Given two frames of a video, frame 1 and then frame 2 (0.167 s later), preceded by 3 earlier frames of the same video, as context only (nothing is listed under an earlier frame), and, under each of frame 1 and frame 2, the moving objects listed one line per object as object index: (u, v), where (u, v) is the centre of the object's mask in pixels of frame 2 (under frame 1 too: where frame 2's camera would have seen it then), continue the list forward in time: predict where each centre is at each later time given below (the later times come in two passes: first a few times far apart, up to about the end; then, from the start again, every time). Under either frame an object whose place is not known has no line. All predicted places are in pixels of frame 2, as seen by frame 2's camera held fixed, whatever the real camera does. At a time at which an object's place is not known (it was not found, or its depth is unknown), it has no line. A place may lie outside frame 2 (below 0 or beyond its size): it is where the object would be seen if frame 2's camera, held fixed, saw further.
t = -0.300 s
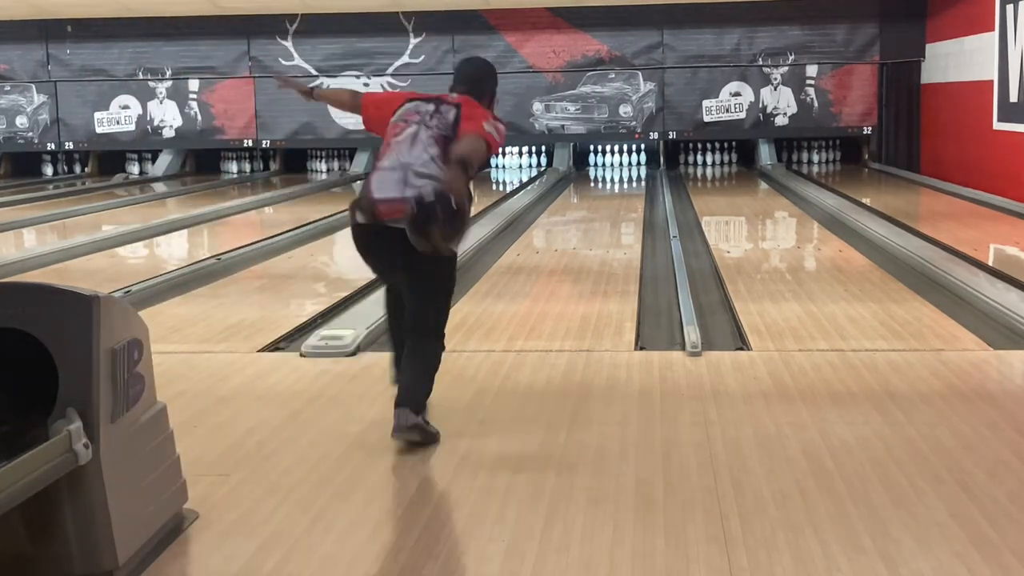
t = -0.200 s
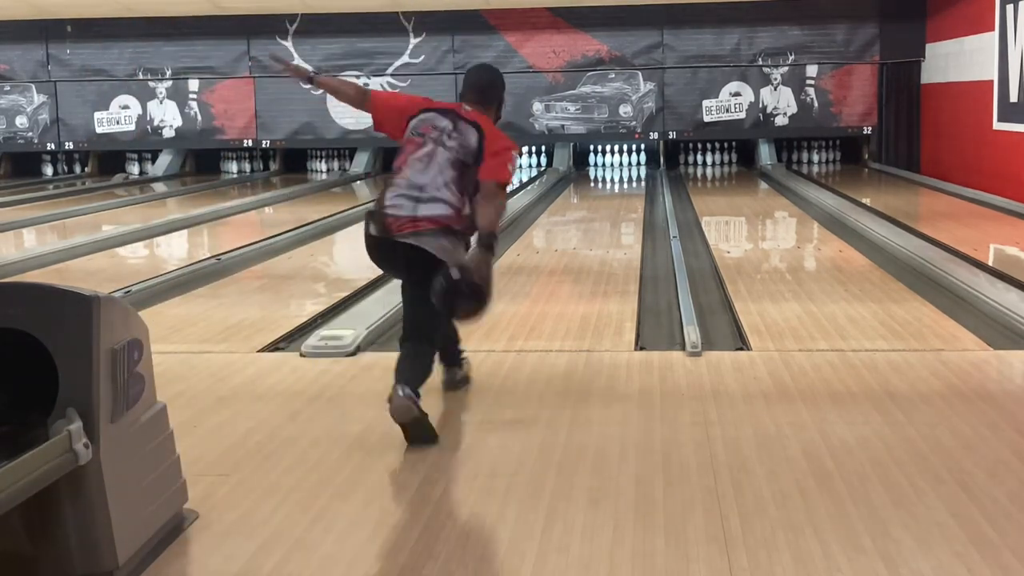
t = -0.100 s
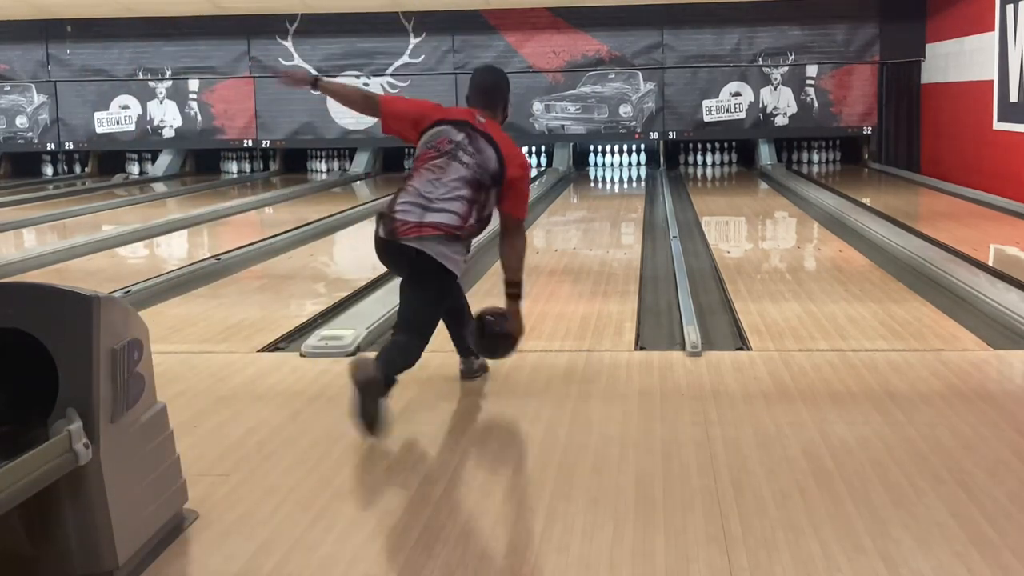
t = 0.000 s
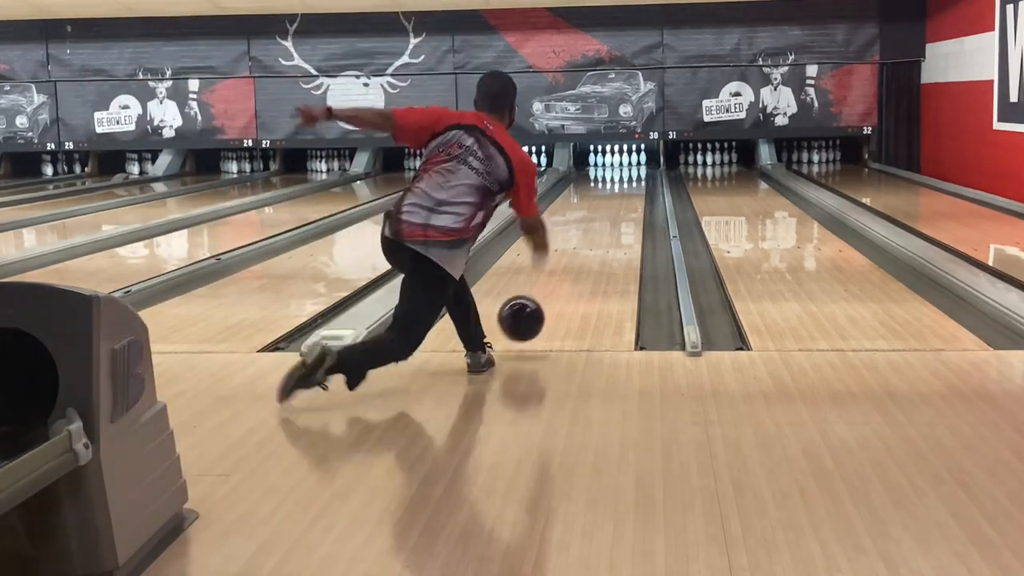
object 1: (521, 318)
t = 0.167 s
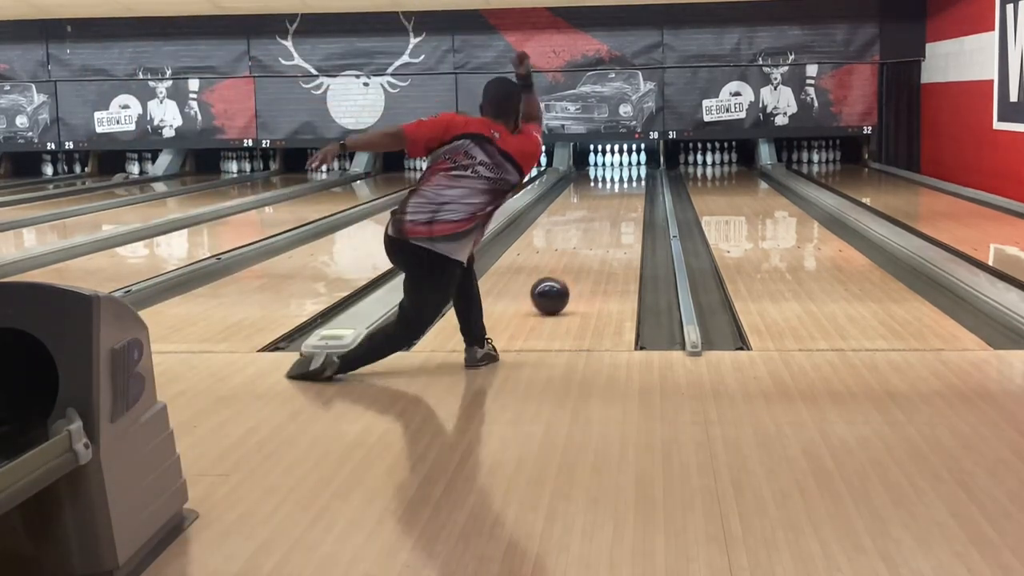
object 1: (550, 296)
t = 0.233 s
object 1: (559, 283)
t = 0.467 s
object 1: (582, 251)
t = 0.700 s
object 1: (598, 228)
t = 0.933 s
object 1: (609, 212)
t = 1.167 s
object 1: (617, 198)
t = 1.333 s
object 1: (622, 190)
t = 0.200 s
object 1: (554, 289)
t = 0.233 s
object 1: (559, 283)
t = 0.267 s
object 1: (563, 278)
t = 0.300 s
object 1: (566, 273)
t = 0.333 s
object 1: (570, 268)
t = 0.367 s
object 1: (573, 264)
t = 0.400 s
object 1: (576, 260)
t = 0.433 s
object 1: (579, 255)
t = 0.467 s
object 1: (582, 251)
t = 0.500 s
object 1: (585, 247)
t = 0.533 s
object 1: (587, 244)
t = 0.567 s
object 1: (589, 241)
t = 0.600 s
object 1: (592, 238)
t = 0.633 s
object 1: (594, 234)
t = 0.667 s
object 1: (596, 231)
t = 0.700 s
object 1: (598, 228)
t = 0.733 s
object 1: (600, 226)
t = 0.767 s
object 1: (601, 223)
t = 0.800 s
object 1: (603, 221)
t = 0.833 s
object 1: (605, 219)
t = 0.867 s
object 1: (607, 216)
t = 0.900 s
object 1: (608, 213)
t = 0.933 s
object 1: (609, 212)
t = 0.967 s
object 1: (611, 209)
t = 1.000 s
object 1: (612, 208)
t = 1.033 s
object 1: (613, 206)
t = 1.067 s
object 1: (614, 204)
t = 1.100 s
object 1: (616, 201)
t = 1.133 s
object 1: (616, 200)
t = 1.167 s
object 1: (617, 198)
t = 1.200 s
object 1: (618, 197)
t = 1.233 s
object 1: (619, 195)
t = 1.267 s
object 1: (620, 194)
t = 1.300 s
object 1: (621, 192)
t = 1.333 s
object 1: (622, 190)
